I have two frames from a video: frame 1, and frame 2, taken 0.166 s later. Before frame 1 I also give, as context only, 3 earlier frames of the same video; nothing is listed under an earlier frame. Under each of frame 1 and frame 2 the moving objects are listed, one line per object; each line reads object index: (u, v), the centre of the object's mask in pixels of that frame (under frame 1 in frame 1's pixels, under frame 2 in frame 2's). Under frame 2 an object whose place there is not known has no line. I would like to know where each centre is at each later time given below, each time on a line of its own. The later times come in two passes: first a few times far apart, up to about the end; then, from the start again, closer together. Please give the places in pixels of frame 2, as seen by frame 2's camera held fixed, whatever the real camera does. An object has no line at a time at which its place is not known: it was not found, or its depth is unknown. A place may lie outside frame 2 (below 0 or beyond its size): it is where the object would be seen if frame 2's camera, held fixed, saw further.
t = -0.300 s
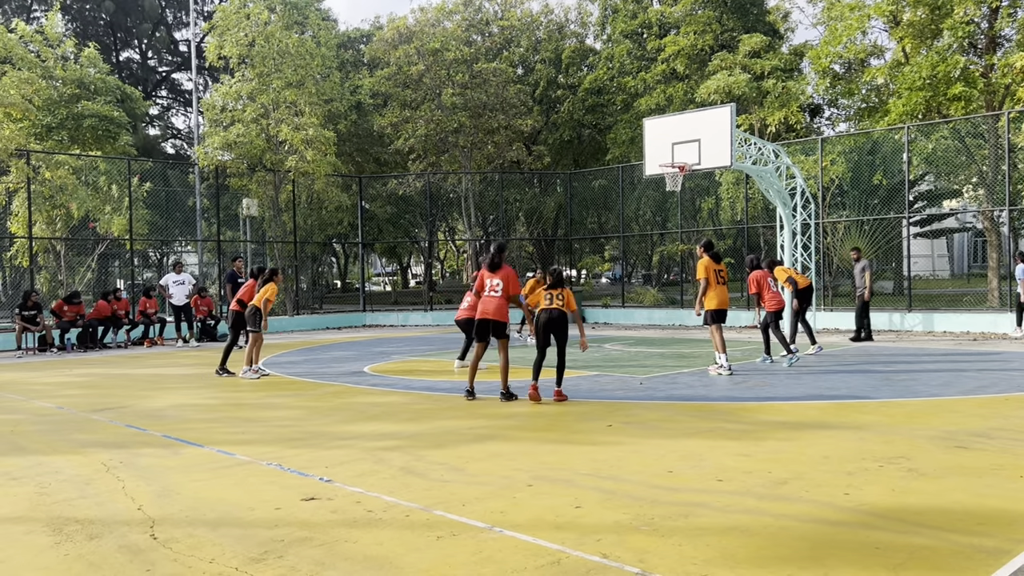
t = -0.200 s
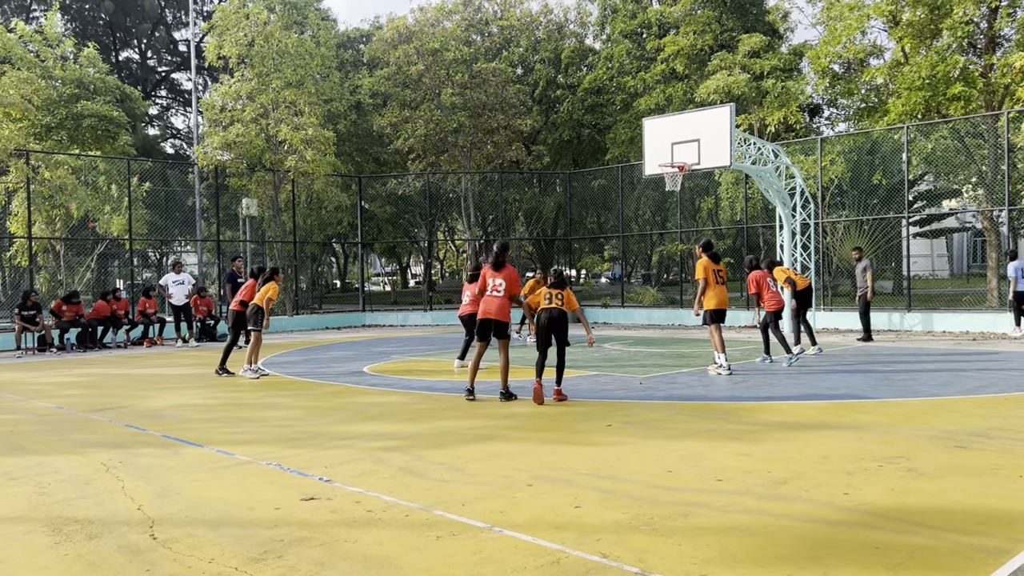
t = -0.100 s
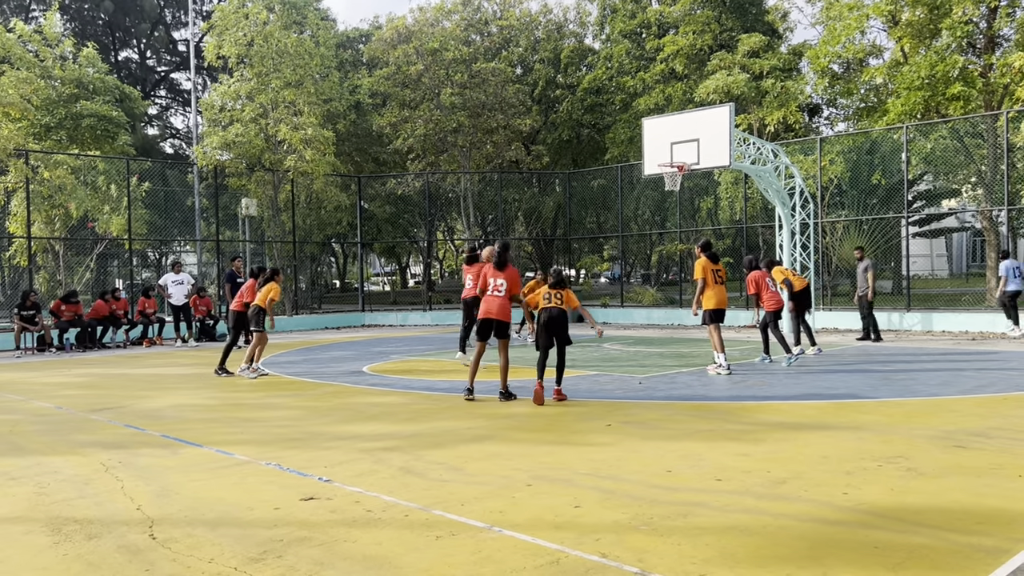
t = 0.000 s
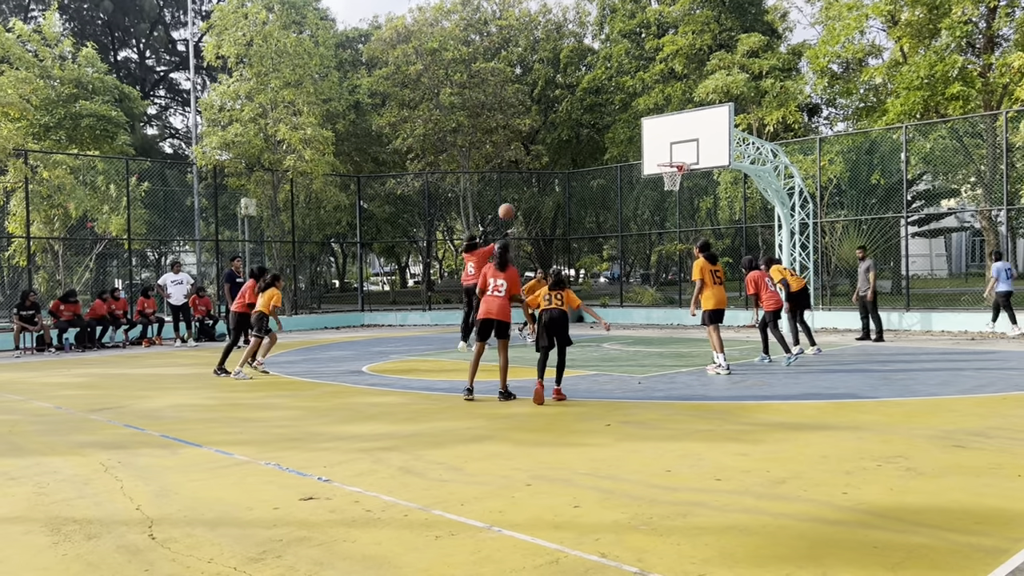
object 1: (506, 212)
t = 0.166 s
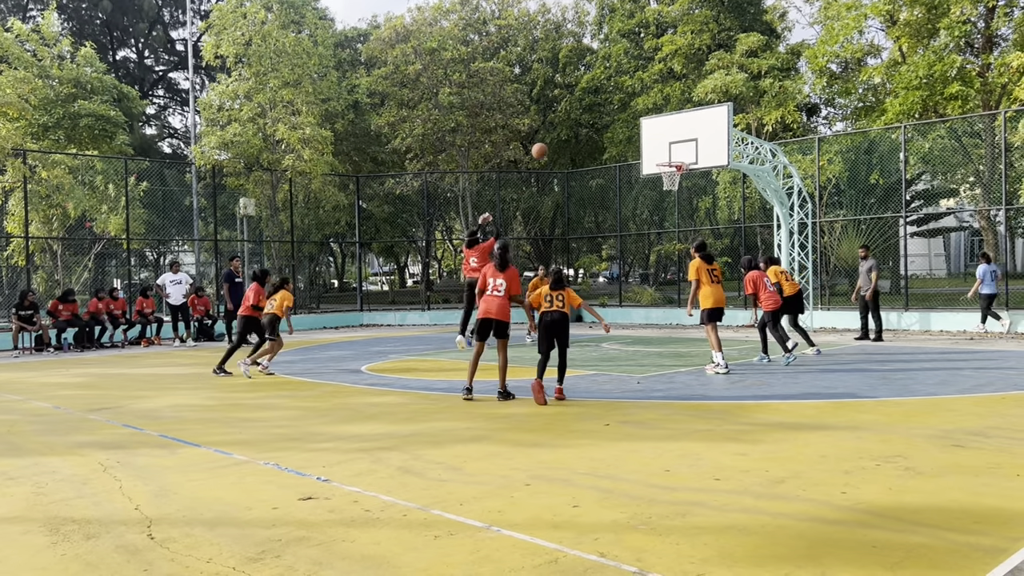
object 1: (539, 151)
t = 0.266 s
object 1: (558, 126)
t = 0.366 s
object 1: (576, 108)
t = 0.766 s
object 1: (643, 106)
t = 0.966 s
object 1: (673, 140)
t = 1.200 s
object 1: (684, 138)
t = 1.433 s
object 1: (682, 135)
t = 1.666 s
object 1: (681, 165)
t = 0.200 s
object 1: (546, 142)
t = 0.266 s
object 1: (558, 126)
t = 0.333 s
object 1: (570, 113)
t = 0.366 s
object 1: (576, 108)
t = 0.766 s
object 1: (643, 106)
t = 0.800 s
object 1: (649, 110)
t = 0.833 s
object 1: (654, 115)
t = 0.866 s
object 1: (660, 120)
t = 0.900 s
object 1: (664, 126)
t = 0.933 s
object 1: (669, 133)
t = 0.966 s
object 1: (673, 140)
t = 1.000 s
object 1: (678, 147)
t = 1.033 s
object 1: (683, 155)
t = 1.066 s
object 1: (685, 154)
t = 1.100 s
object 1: (685, 149)
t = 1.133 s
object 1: (684, 145)
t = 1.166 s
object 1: (684, 141)
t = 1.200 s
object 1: (684, 138)
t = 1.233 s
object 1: (684, 135)
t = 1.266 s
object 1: (683, 134)
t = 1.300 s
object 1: (683, 133)
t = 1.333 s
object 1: (683, 132)
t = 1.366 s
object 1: (683, 132)
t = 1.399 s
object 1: (683, 133)
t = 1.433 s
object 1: (682, 135)
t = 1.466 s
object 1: (682, 137)
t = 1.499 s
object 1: (682, 139)
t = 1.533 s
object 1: (682, 143)
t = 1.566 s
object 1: (682, 148)
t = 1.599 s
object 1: (682, 153)
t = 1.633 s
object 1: (681, 159)
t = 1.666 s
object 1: (681, 165)
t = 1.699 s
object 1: (682, 172)
